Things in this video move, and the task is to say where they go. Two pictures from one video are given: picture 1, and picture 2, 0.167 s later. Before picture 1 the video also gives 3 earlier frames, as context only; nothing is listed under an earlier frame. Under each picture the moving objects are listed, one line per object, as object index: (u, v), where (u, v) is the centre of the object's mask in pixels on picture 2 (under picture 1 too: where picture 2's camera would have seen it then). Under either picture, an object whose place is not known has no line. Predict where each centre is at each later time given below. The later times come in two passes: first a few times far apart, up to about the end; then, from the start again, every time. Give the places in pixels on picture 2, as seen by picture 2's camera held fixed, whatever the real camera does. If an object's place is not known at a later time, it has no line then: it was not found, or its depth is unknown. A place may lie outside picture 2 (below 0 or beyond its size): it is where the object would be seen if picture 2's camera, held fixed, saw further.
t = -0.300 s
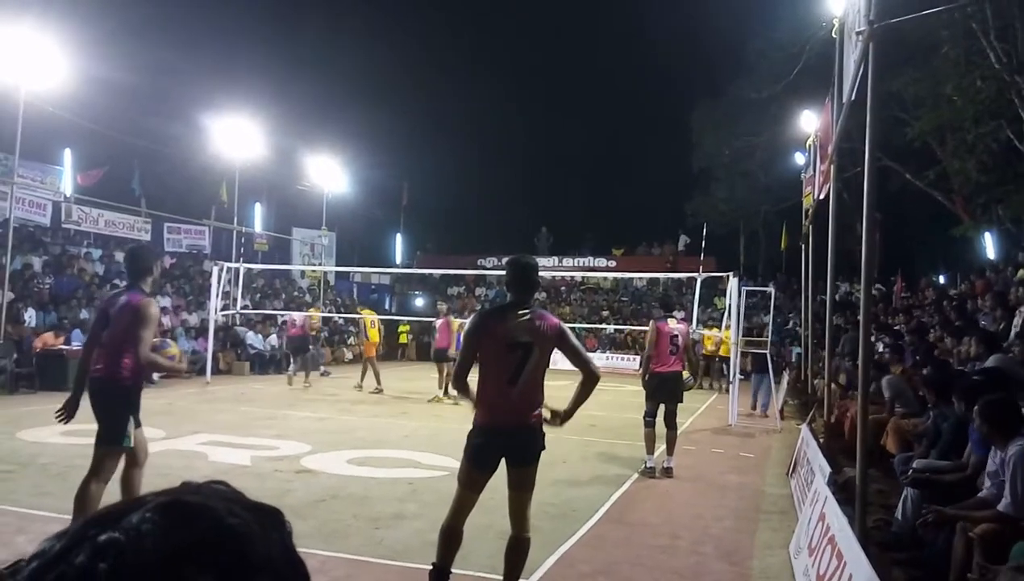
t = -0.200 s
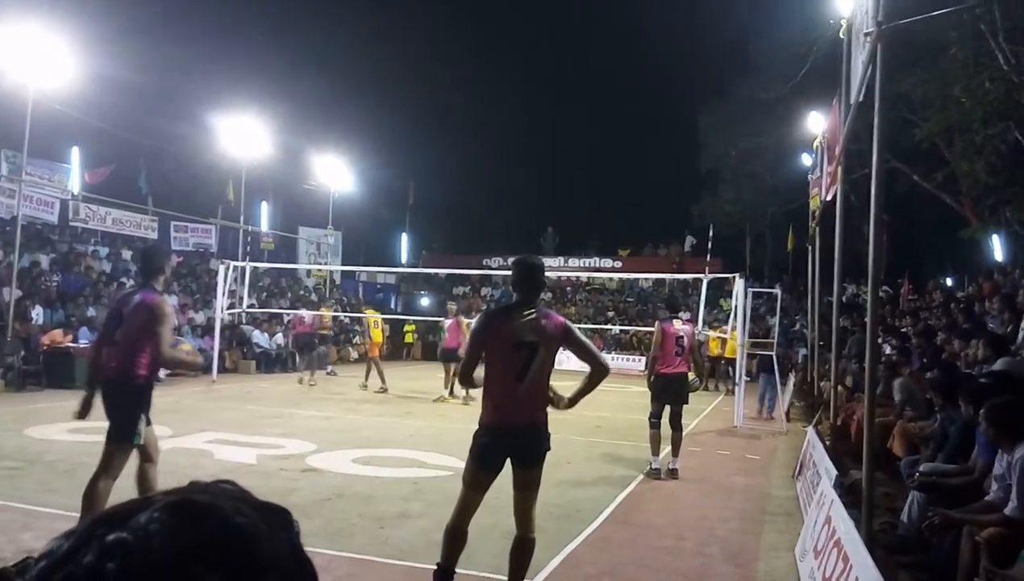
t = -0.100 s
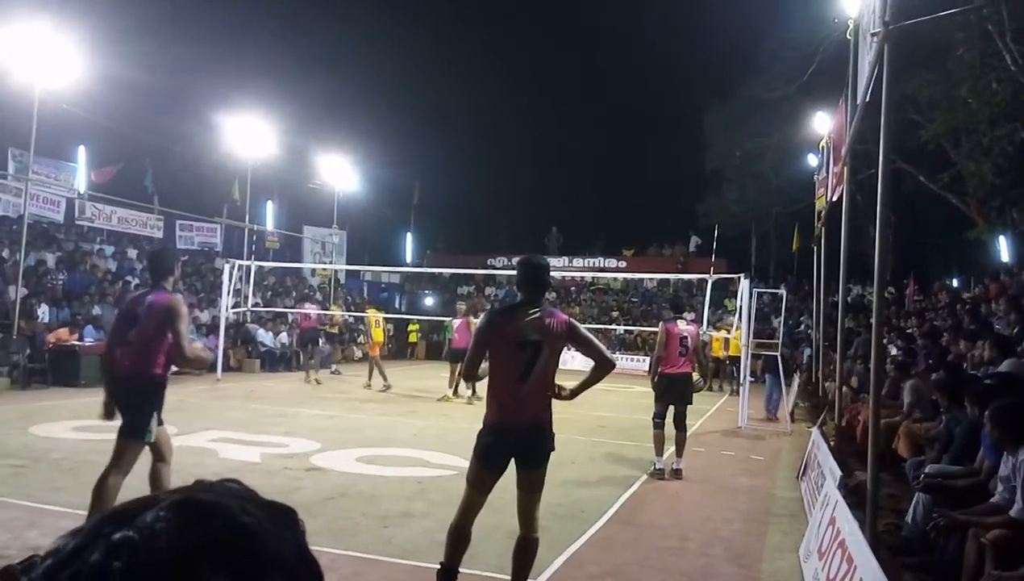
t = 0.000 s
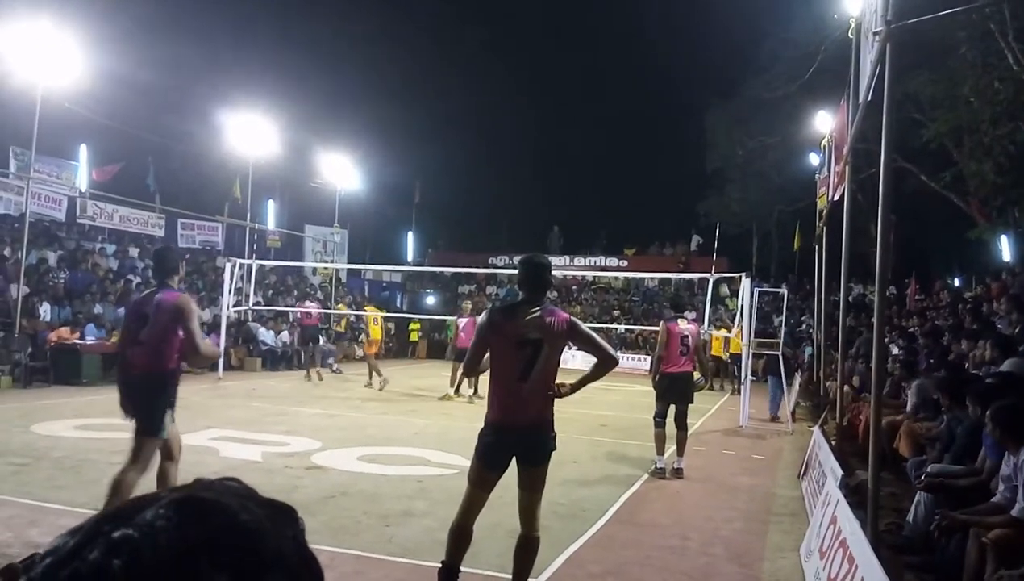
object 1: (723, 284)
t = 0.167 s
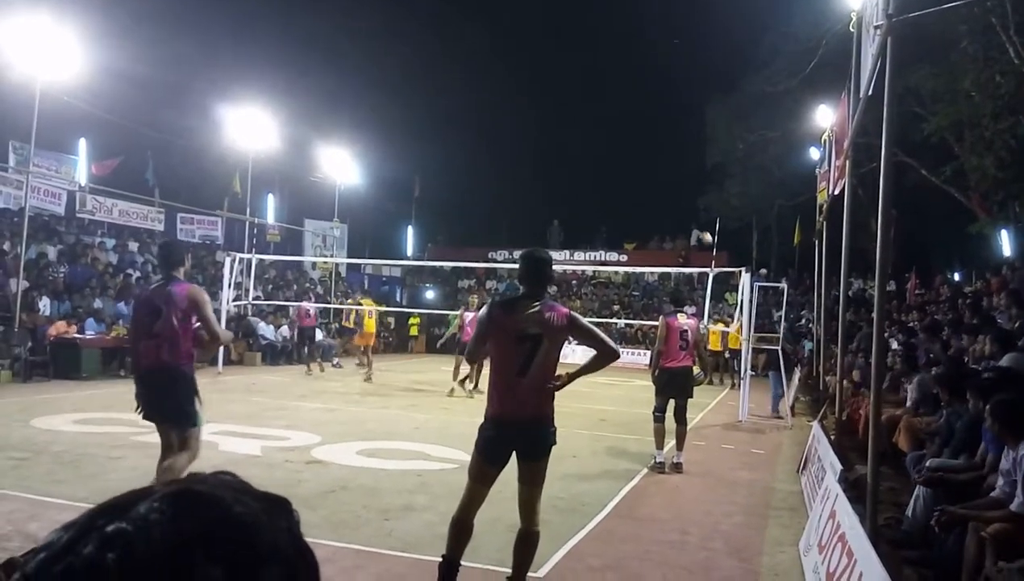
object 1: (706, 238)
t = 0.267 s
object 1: (696, 215)
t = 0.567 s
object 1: (663, 169)
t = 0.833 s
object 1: (633, 160)
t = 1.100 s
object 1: (595, 187)
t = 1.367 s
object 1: (559, 247)
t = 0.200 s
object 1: (703, 229)
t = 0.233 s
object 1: (699, 222)
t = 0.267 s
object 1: (696, 215)
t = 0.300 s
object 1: (693, 208)
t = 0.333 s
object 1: (689, 202)
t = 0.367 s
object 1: (686, 196)
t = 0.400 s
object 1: (682, 190)
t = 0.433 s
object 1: (679, 185)
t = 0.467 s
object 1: (674, 180)
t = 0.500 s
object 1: (671, 176)
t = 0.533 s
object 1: (667, 172)
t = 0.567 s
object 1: (663, 169)
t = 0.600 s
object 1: (660, 167)
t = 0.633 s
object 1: (655, 164)
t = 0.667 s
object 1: (651, 163)
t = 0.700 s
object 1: (648, 161)
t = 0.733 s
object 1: (644, 159)
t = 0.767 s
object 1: (640, 159)
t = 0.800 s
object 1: (637, 158)
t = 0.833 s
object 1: (633, 160)
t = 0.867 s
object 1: (628, 162)
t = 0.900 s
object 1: (623, 164)
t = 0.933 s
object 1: (618, 166)
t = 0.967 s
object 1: (614, 169)
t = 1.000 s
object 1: (609, 173)
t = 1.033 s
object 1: (605, 177)
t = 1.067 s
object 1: (600, 182)
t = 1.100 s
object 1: (595, 187)
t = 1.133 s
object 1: (591, 193)
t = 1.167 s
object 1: (586, 200)
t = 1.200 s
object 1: (581, 207)
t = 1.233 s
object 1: (577, 214)
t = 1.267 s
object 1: (572, 222)
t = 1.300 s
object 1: (568, 230)
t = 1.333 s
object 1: (563, 240)
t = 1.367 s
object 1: (559, 247)
